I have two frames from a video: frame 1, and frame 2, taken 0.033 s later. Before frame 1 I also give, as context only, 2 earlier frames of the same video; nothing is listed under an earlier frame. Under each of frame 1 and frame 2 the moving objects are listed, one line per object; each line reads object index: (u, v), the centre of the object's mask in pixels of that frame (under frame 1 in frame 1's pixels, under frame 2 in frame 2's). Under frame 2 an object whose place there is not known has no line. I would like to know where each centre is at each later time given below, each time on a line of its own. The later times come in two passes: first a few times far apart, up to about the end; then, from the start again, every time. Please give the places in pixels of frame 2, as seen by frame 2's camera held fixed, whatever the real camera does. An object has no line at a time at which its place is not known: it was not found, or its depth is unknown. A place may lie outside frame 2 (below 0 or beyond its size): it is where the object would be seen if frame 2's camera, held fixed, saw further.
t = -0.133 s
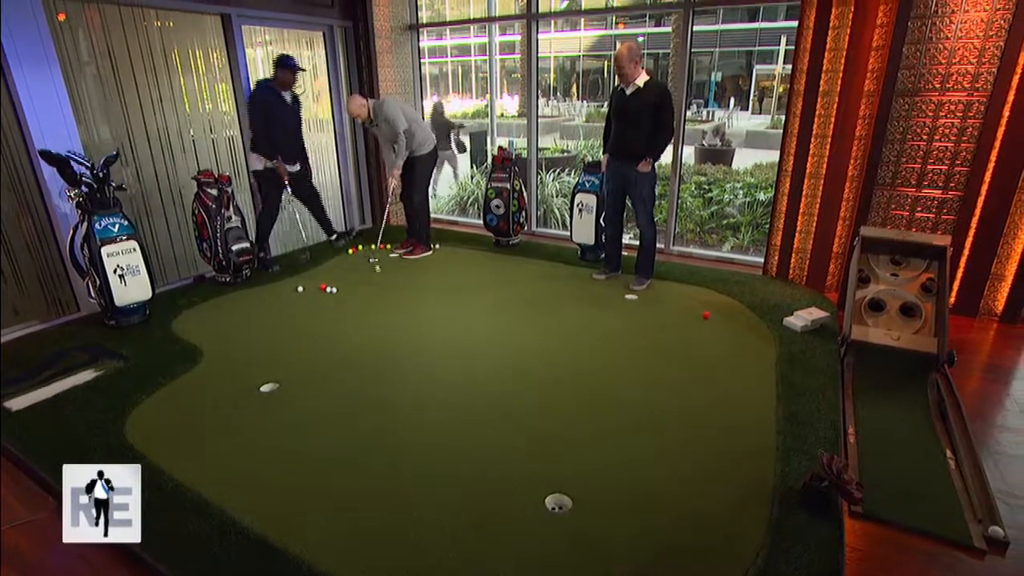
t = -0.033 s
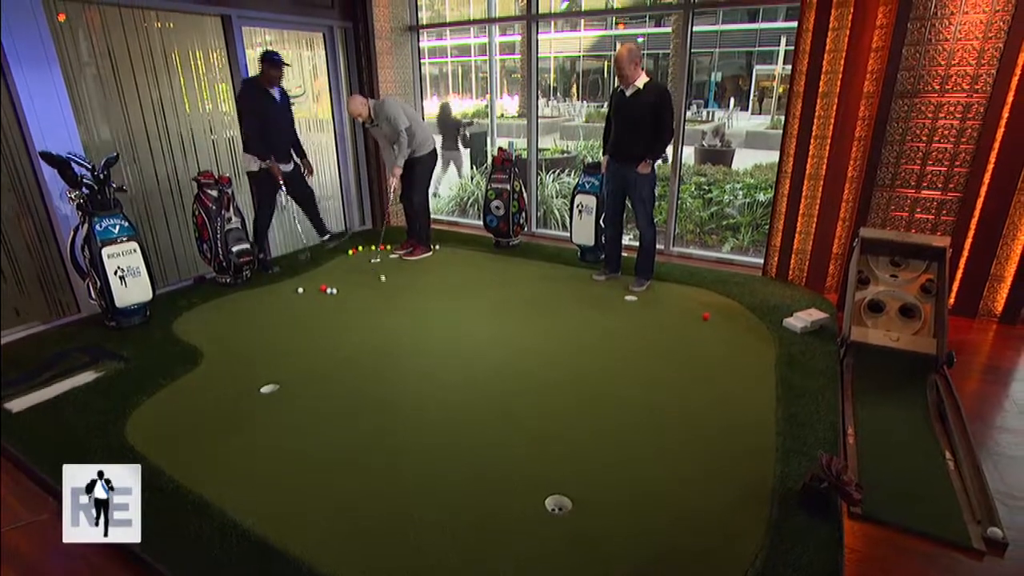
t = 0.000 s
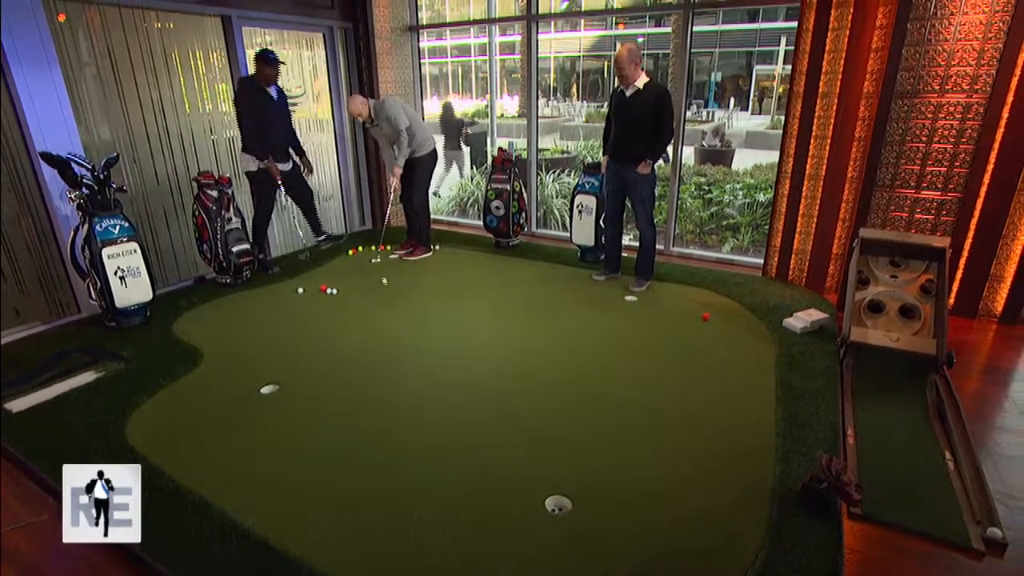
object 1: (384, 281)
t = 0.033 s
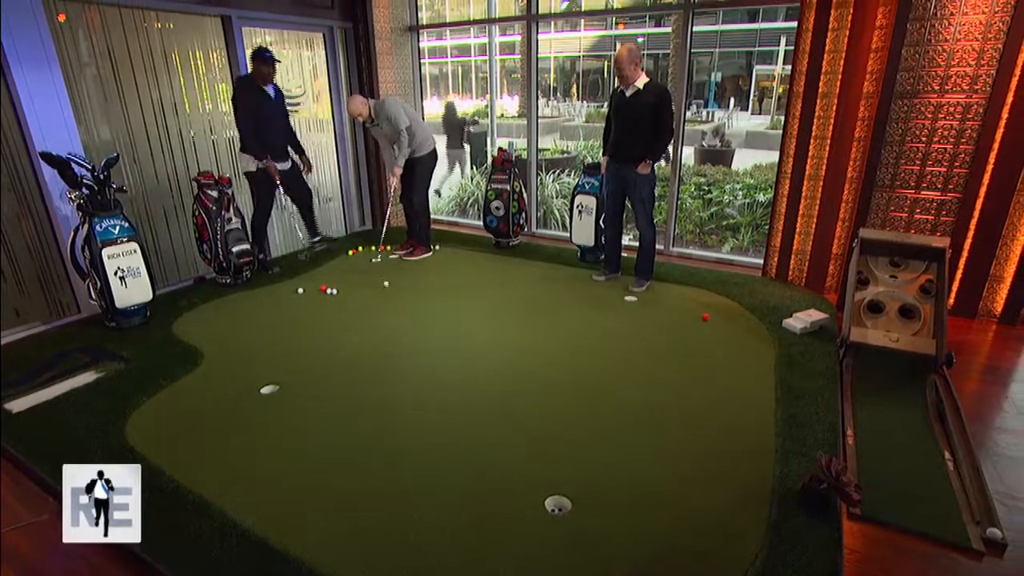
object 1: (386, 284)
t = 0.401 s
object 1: (404, 313)
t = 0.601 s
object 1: (416, 332)
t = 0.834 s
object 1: (431, 355)
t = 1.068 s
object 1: (448, 381)
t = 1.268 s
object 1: (465, 406)
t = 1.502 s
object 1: (487, 437)
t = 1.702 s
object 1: (506, 465)
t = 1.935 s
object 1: (530, 500)
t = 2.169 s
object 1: (557, 537)
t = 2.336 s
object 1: (576, 563)
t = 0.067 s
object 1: (387, 286)
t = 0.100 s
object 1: (388, 288)
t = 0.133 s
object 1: (390, 291)
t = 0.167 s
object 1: (392, 294)
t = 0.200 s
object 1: (393, 296)
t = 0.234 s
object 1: (395, 299)
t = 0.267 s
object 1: (396, 302)
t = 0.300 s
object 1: (399, 305)
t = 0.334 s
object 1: (400, 308)
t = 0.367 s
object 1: (402, 310)
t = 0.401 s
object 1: (404, 313)
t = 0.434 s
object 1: (406, 316)
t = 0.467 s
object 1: (407, 320)
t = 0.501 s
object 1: (410, 322)
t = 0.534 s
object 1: (412, 326)
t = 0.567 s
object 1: (414, 329)
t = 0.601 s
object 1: (416, 332)
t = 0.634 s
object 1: (417, 335)
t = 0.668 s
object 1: (420, 338)
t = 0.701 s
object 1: (422, 341)
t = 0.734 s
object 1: (424, 345)
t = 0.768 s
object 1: (426, 348)
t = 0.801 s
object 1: (429, 352)
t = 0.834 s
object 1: (431, 355)
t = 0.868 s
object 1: (434, 361)
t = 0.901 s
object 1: (436, 364)
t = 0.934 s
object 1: (439, 367)
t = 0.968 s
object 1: (441, 371)
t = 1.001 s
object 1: (443, 374)
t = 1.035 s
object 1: (445, 378)
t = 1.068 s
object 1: (448, 381)
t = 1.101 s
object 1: (451, 386)
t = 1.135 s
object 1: (454, 389)
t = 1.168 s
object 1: (456, 394)
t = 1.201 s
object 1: (459, 397)
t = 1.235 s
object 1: (462, 402)
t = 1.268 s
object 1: (465, 406)
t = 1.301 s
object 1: (468, 410)
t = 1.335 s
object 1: (471, 415)
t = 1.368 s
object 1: (474, 420)
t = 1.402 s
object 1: (477, 424)
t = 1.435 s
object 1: (480, 428)
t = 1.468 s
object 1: (483, 433)
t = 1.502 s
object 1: (487, 437)
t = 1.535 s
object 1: (490, 442)
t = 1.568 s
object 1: (493, 447)
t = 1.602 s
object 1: (496, 451)
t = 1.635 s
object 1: (500, 456)
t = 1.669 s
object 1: (503, 460)
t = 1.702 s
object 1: (506, 465)
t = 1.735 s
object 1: (510, 470)
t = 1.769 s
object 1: (513, 475)
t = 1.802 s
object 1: (516, 480)
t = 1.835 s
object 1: (520, 485)
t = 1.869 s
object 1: (523, 490)
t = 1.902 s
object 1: (527, 495)
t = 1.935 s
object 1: (530, 500)
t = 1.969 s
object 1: (534, 505)
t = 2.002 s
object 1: (537, 510)
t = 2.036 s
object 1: (542, 516)
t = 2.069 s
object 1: (545, 521)
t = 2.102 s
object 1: (549, 526)
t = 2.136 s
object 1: (553, 532)
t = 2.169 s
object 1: (557, 537)
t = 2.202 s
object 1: (561, 542)
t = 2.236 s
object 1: (565, 547)
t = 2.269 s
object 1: (569, 553)
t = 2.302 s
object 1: (573, 558)
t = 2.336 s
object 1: (576, 563)
